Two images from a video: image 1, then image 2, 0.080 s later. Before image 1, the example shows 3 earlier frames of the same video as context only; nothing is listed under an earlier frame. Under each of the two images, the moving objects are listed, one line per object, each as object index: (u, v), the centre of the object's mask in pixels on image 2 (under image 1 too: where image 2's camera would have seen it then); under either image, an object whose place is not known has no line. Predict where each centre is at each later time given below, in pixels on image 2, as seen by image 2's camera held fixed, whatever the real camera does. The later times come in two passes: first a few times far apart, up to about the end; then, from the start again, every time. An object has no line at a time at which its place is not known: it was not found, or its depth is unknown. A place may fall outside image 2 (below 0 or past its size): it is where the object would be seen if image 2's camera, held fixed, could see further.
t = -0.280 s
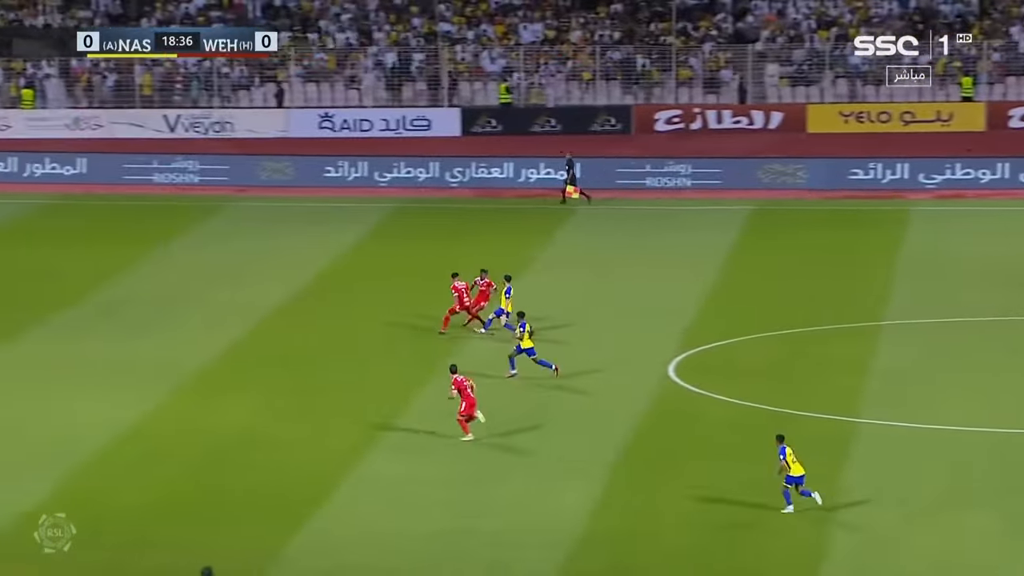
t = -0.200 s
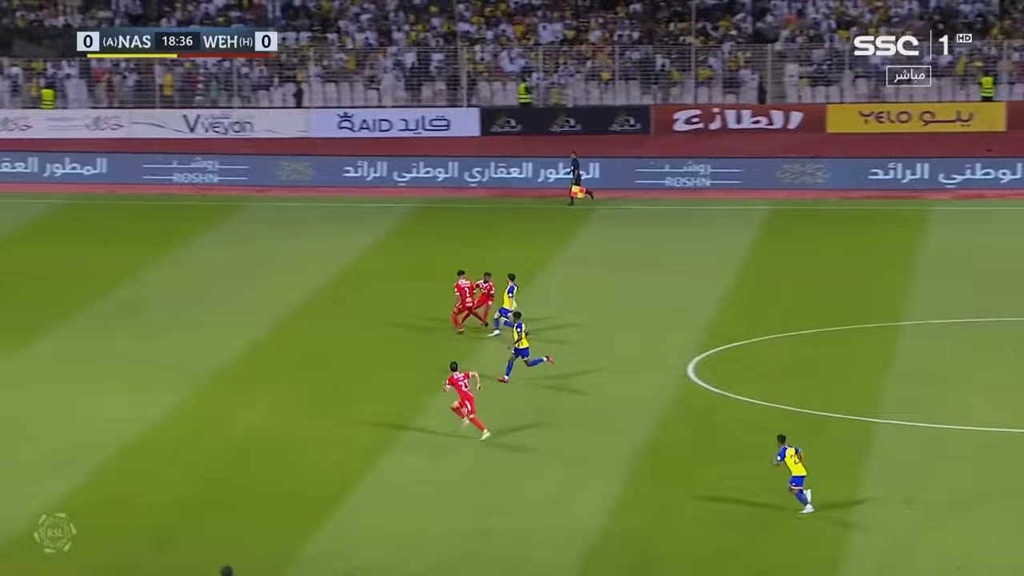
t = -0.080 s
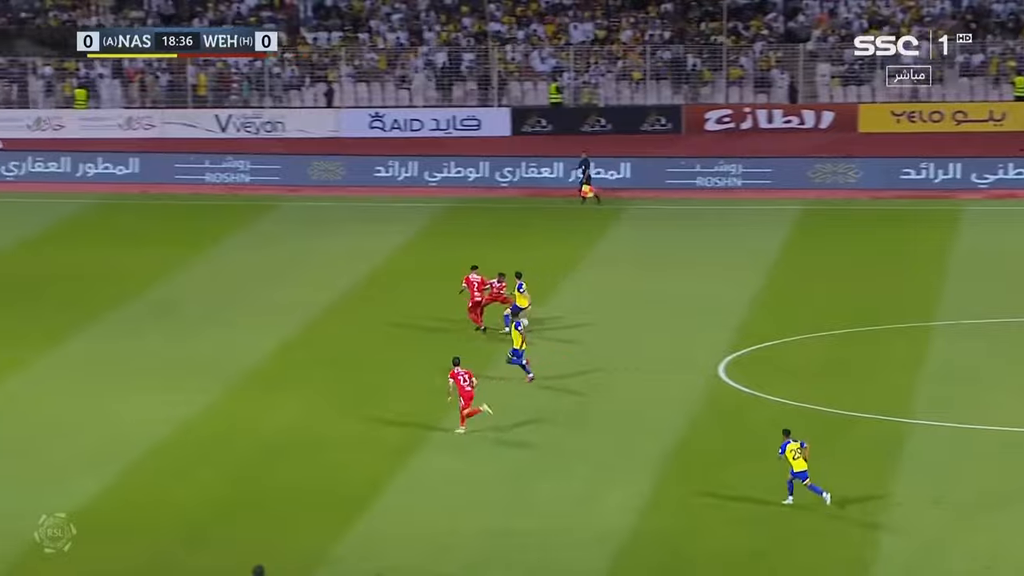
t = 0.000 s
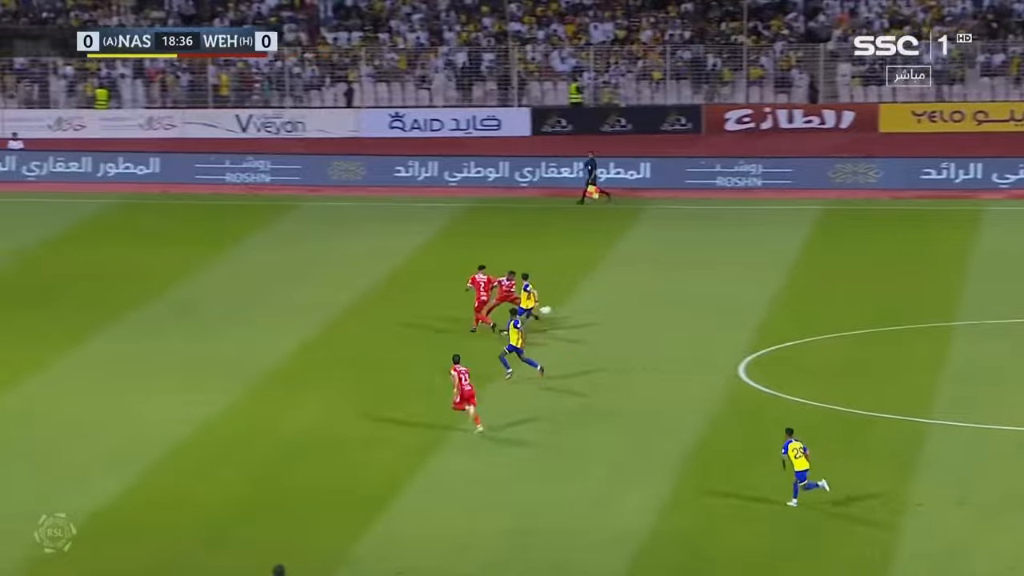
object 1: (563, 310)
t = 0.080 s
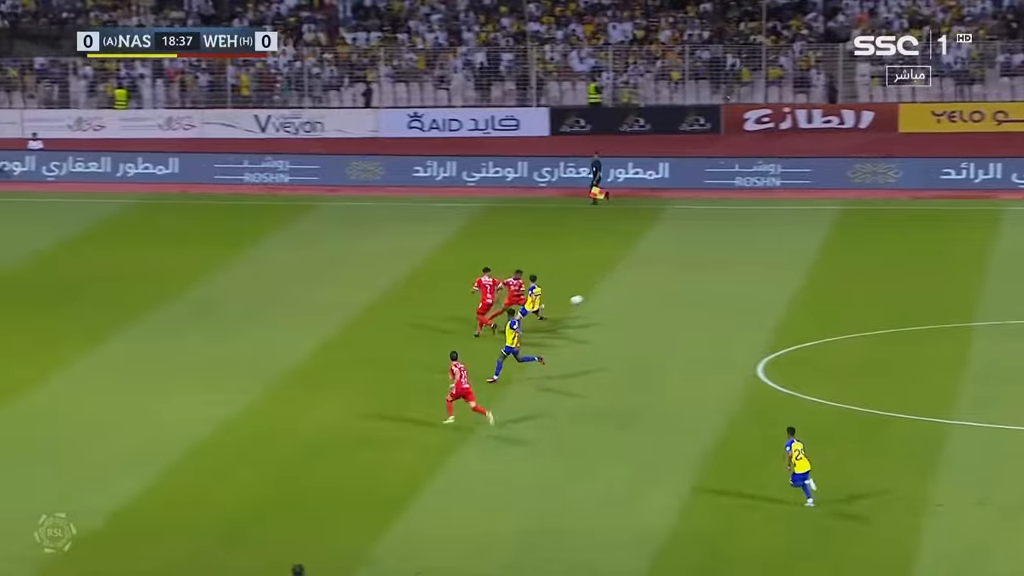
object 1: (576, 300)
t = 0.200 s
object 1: (595, 288)
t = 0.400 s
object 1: (626, 280)
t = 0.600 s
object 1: (656, 288)
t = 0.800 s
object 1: (686, 309)
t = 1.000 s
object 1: (704, 294)
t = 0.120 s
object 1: (582, 295)
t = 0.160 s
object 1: (589, 291)
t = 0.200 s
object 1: (595, 288)
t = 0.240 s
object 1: (602, 285)
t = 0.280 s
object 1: (608, 283)
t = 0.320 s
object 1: (614, 282)
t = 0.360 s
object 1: (620, 281)
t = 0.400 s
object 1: (626, 280)
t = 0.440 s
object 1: (632, 281)
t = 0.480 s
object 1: (638, 282)
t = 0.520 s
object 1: (644, 283)
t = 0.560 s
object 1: (650, 285)
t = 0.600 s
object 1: (656, 288)
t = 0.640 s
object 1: (663, 291)
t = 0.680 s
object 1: (668, 295)
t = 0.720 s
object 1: (674, 299)
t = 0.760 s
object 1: (680, 304)
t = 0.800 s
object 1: (686, 309)
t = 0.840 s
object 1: (690, 305)
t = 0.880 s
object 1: (693, 301)
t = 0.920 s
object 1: (697, 299)
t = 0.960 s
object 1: (701, 296)
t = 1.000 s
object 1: (704, 294)
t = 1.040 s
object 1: (708, 293)
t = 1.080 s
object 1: (711, 292)
